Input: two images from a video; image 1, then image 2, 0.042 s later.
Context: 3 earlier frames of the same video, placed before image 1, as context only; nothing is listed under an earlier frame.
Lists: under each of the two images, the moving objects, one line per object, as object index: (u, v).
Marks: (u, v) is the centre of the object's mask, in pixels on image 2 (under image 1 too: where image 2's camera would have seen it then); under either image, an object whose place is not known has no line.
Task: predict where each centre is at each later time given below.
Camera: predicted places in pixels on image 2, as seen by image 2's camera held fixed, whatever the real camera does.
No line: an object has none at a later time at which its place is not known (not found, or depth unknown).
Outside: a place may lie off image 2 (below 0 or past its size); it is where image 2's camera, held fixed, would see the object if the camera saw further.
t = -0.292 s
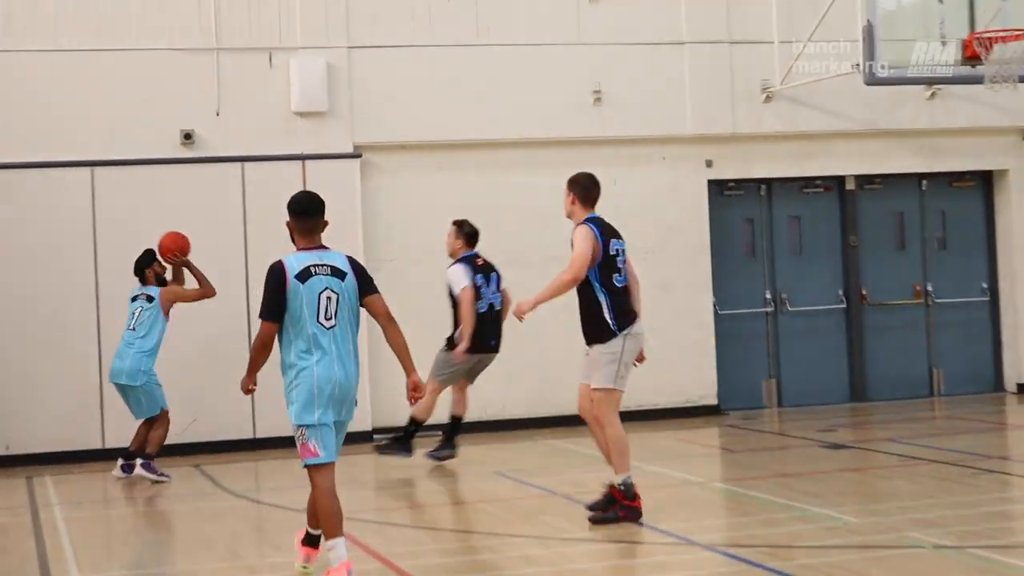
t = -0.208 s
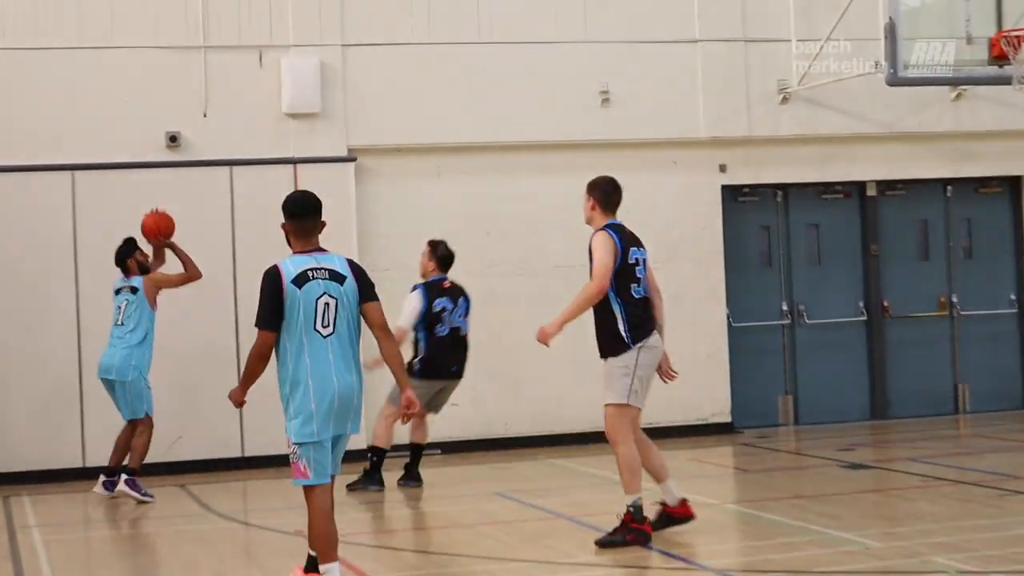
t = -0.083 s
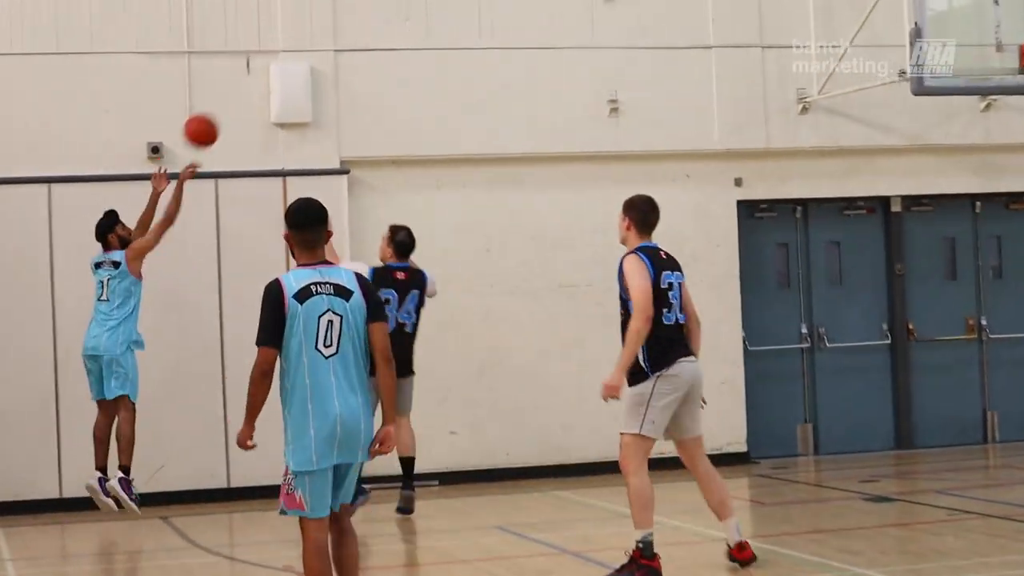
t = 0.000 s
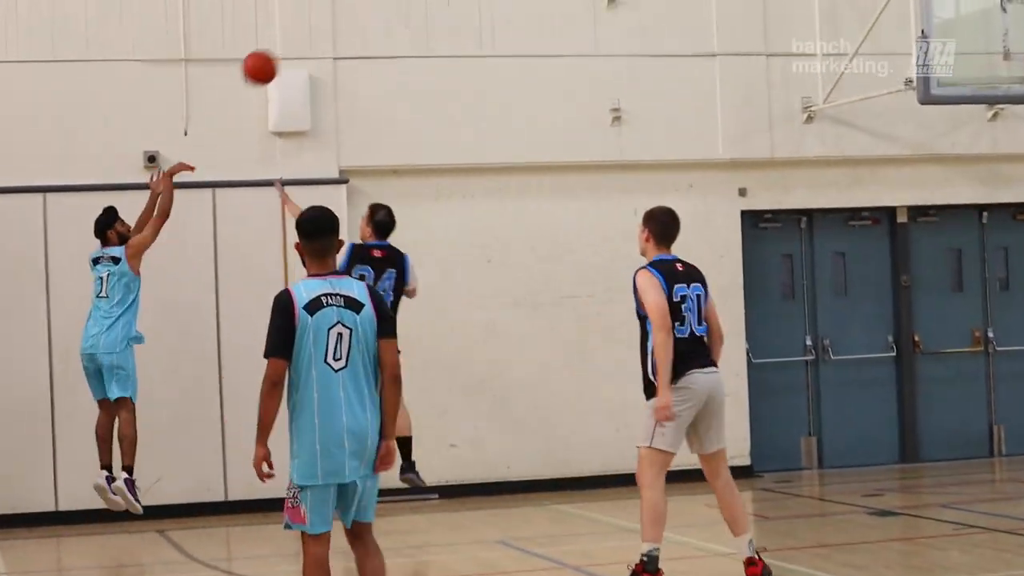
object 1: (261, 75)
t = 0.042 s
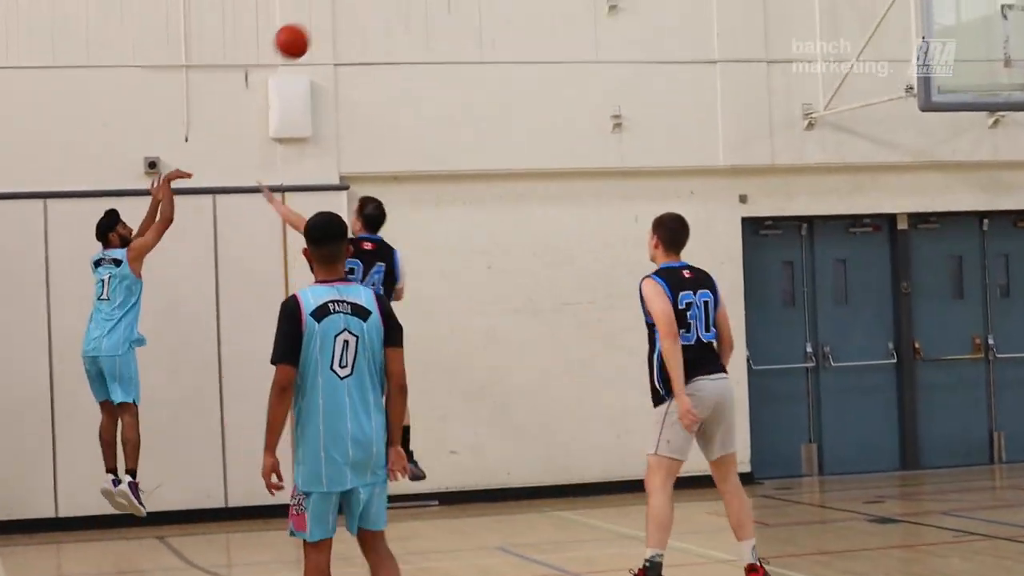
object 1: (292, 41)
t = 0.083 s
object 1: (323, 10)
